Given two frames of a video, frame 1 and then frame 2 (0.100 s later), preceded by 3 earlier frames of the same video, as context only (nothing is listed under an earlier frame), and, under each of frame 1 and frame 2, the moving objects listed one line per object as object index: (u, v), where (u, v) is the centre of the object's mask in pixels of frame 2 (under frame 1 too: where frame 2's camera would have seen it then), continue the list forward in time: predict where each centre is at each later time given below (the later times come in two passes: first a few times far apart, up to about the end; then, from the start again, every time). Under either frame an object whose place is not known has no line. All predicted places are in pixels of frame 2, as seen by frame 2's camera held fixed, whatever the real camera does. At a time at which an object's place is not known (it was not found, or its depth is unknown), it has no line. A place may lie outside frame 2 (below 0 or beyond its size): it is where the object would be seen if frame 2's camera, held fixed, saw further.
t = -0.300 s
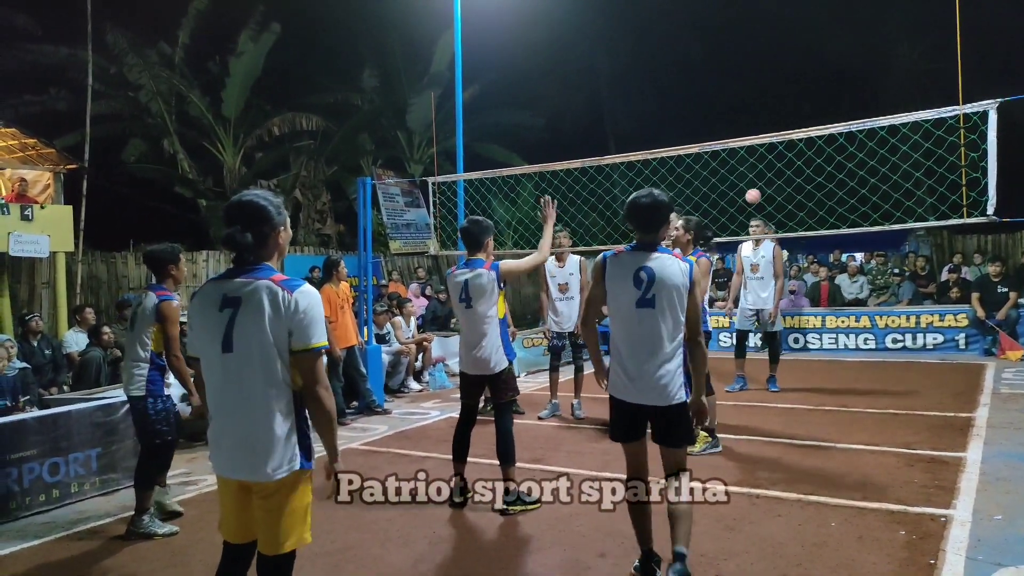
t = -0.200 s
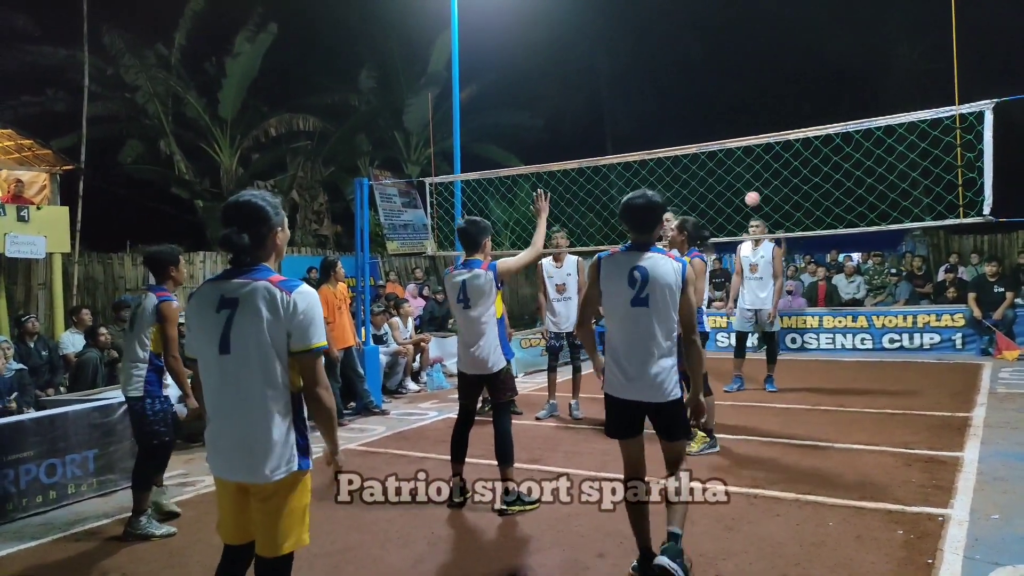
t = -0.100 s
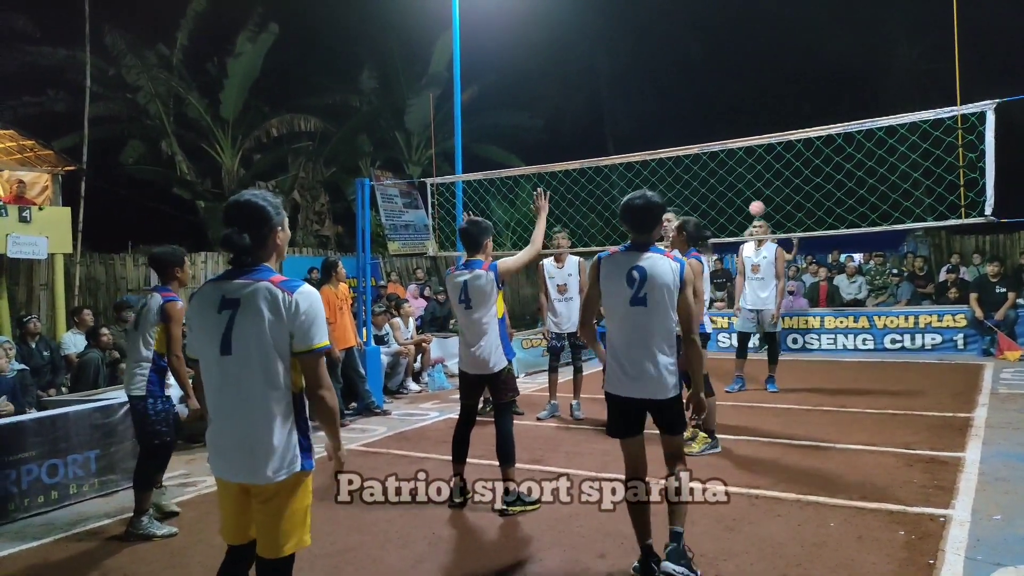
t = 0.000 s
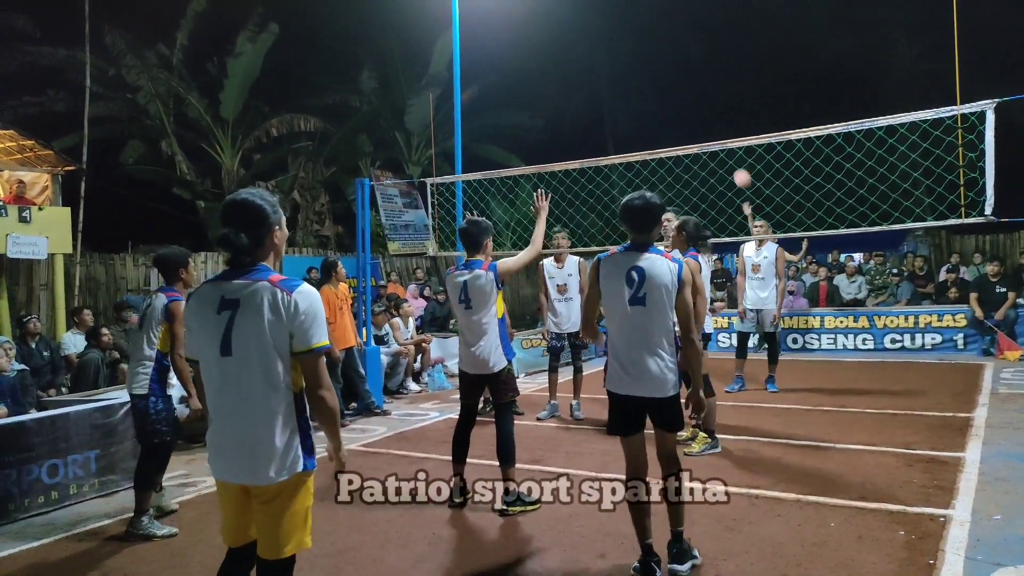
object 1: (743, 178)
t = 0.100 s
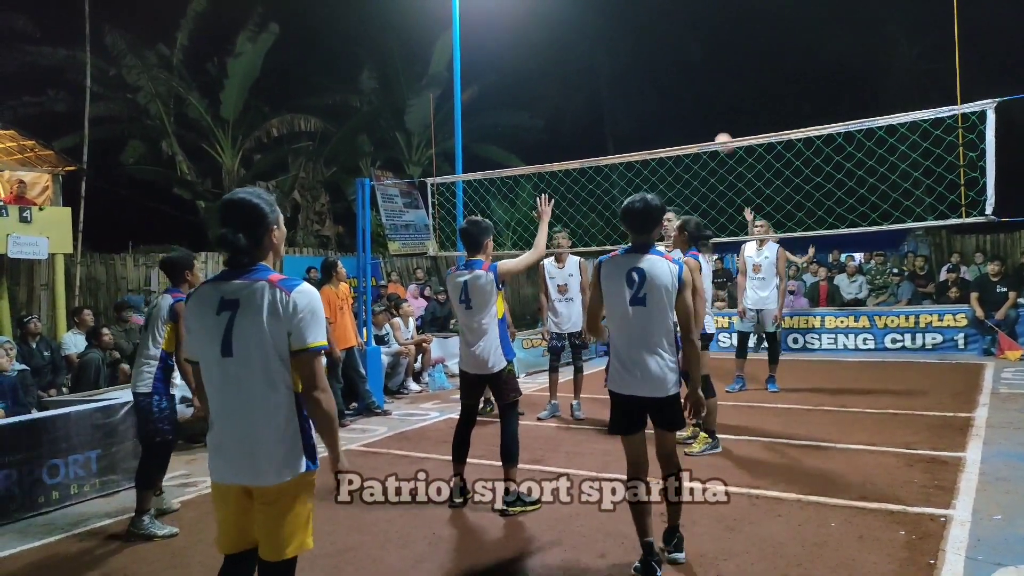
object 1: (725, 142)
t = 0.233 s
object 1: (698, 105)
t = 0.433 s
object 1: (655, 76)
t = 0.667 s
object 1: (593, 88)
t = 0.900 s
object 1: (528, 173)
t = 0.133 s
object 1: (718, 132)
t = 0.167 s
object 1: (712, 122)
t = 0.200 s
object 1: (705, 113)
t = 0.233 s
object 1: (698, 105)
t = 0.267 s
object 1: (692, 98)
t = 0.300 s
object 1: (685, 92)
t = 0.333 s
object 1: (678, 86)
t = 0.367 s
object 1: (671, 82)
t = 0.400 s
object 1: (663, 79)
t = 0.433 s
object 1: (655, 76)
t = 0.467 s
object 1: (647, 73)
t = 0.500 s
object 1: (639, 73)
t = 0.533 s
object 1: (629, 73)
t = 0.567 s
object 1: (621, 75)
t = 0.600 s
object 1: (611, 78)
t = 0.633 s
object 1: (602, 82)
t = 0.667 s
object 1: (593, 88)
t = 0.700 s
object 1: (584, 95)
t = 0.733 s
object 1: (575, 104)
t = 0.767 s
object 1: (565, 114)
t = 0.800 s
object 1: (556, 126)
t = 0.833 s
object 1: (546, 140)
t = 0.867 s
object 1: (538, 154)
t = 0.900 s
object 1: (528, 173)
